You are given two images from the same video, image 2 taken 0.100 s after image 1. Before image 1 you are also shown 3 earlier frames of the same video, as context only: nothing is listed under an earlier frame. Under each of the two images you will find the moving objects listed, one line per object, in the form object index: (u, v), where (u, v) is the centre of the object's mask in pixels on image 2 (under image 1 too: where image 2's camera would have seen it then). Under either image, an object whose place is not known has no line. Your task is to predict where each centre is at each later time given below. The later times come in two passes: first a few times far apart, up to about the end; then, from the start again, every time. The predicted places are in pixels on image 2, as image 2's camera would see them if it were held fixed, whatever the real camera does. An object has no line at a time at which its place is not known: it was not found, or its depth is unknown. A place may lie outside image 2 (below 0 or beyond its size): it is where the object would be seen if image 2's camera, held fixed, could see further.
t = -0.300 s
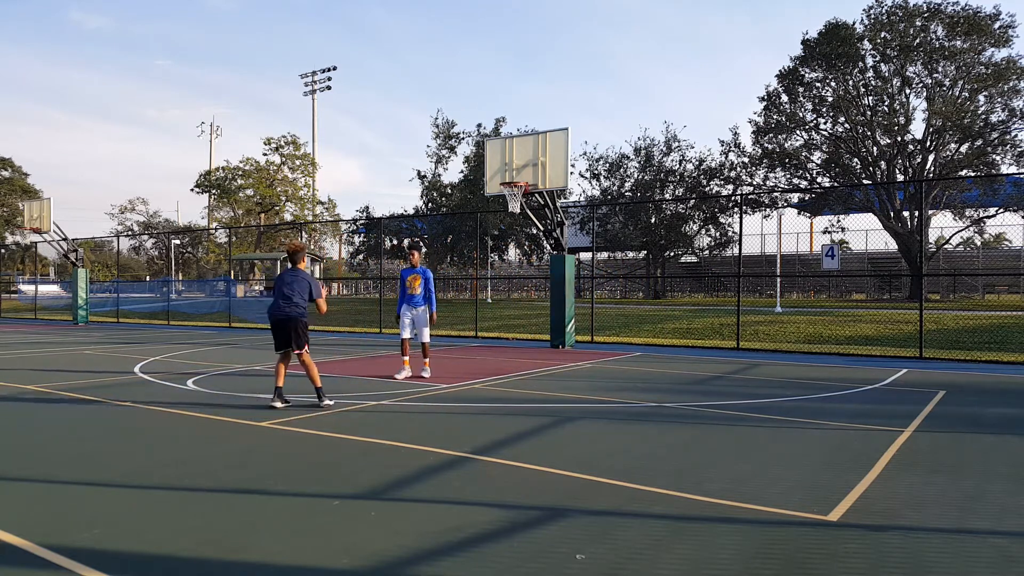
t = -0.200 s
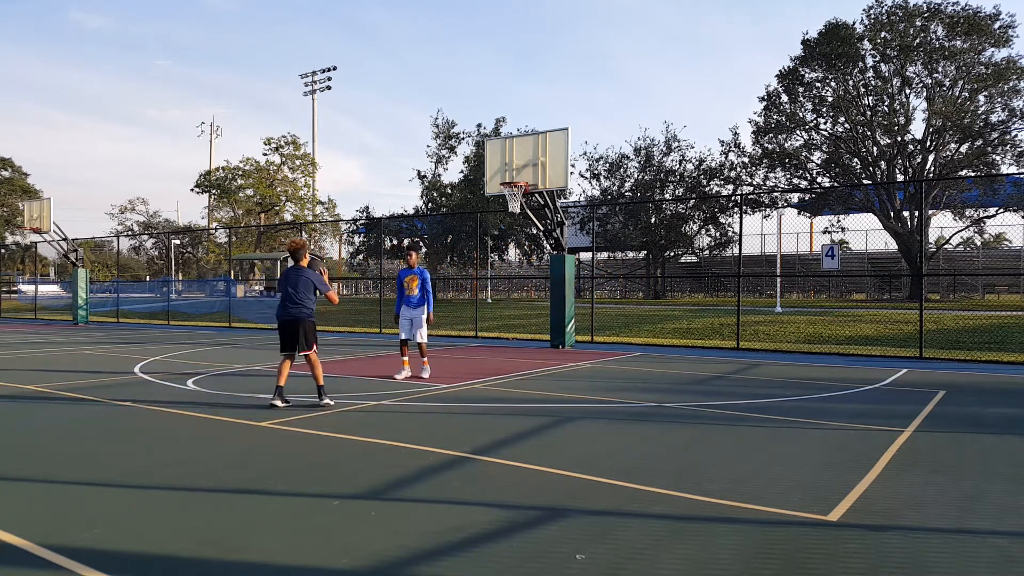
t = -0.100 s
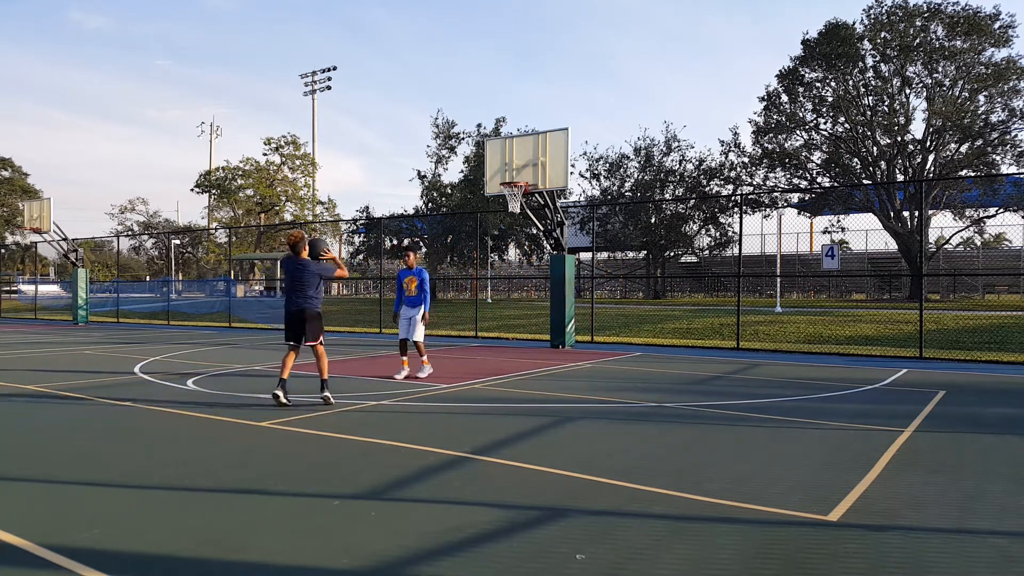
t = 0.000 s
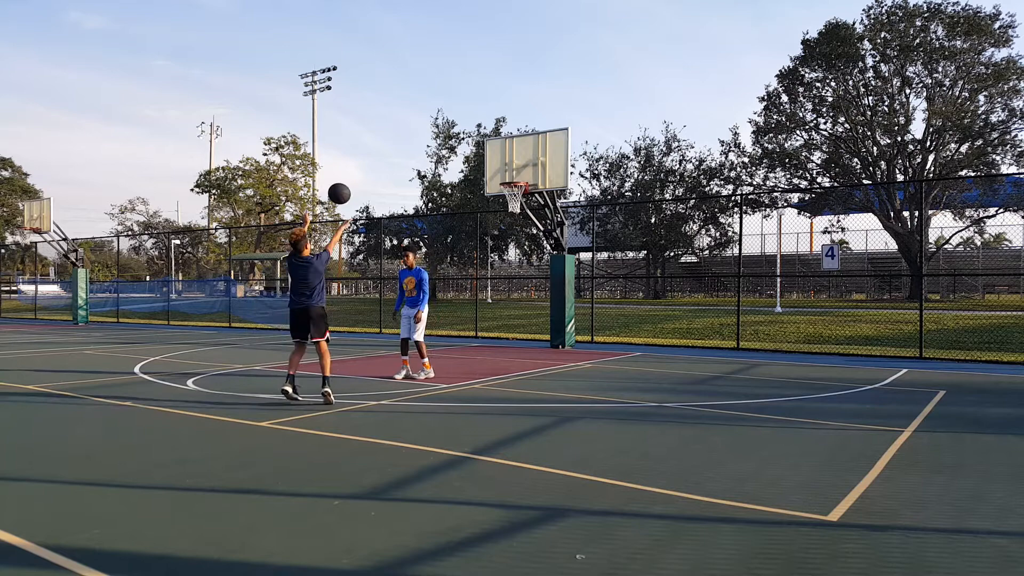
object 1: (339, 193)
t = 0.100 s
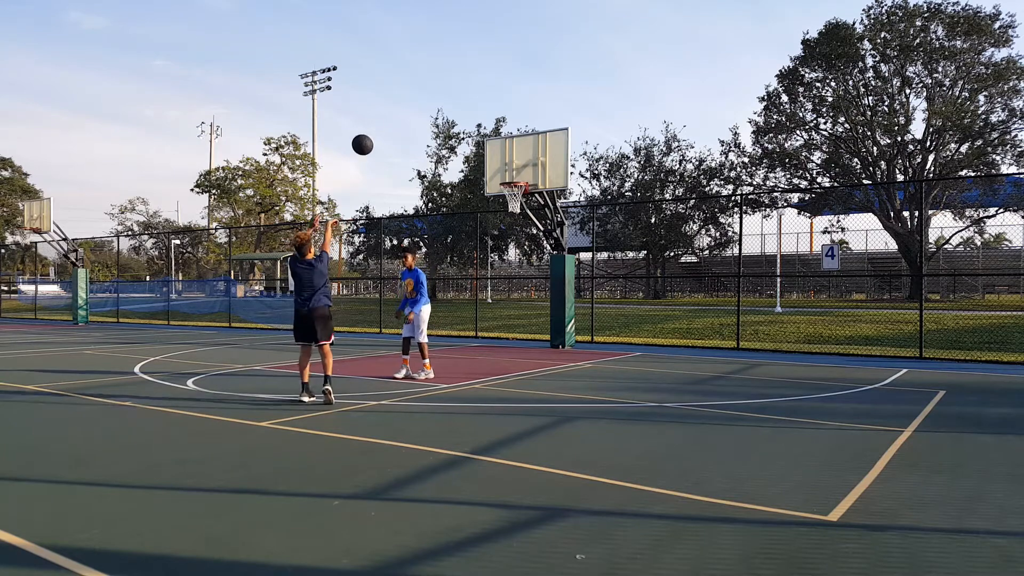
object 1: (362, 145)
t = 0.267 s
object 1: (397, 90)
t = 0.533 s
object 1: (442, 60)
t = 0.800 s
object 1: (478, 80)
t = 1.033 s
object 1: (504, 130)
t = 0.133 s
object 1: (370, 131)
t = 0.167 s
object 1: (377, 119)
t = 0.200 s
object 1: (384, 108)
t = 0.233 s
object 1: (390, 99)
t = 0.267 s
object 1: (397, 90)
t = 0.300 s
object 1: (403, 83)
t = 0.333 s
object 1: (409, 77)
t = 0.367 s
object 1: (415, 72)
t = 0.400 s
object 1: (420, 68)
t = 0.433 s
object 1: (426, 65)
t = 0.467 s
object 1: (431, 62)
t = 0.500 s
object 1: (437, 61)
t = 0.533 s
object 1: (442, 60)
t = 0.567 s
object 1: (447, 60)
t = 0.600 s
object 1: (452, 60)
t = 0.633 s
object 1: (457, 62)
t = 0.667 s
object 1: (461, 64)
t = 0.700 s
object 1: (466, 67)
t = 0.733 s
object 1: (470, 71)
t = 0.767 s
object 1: (474, 75)
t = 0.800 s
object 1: (478, 80)
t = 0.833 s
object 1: (482, 85)
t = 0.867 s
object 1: (487, 91)
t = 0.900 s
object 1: (490, 98)
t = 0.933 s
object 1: (494, 106)
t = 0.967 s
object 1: (498, 113)
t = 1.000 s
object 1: (501, 121)
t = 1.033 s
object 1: (504, 130)
